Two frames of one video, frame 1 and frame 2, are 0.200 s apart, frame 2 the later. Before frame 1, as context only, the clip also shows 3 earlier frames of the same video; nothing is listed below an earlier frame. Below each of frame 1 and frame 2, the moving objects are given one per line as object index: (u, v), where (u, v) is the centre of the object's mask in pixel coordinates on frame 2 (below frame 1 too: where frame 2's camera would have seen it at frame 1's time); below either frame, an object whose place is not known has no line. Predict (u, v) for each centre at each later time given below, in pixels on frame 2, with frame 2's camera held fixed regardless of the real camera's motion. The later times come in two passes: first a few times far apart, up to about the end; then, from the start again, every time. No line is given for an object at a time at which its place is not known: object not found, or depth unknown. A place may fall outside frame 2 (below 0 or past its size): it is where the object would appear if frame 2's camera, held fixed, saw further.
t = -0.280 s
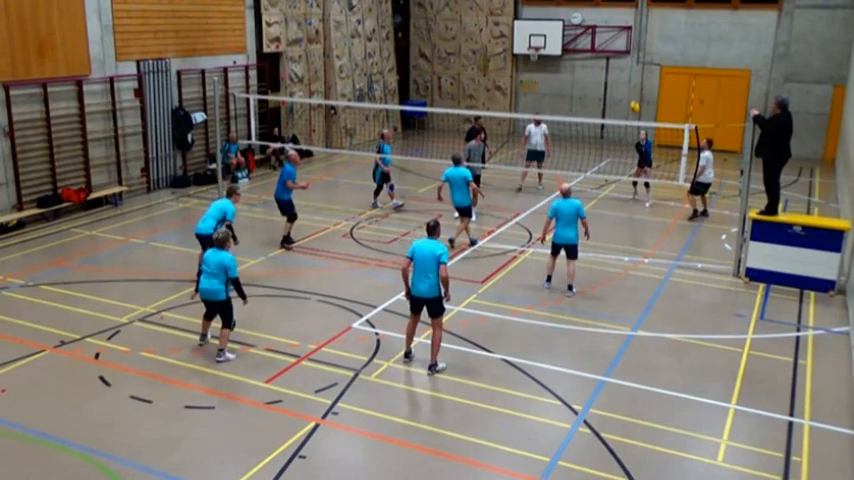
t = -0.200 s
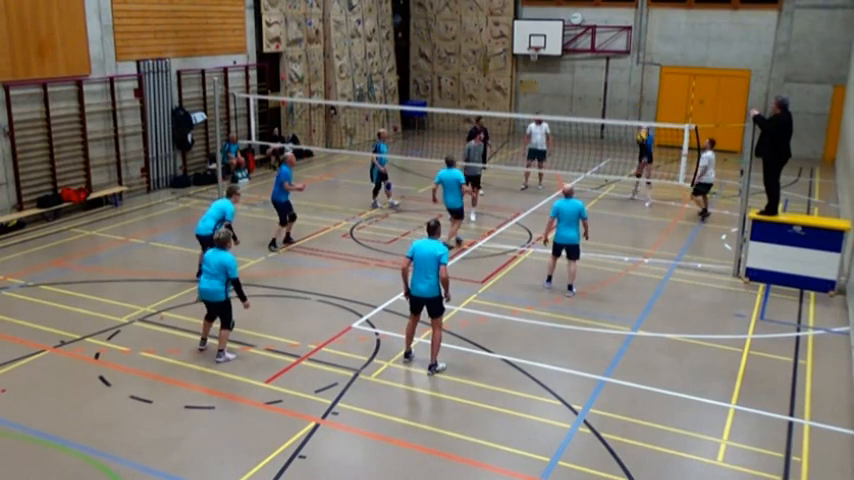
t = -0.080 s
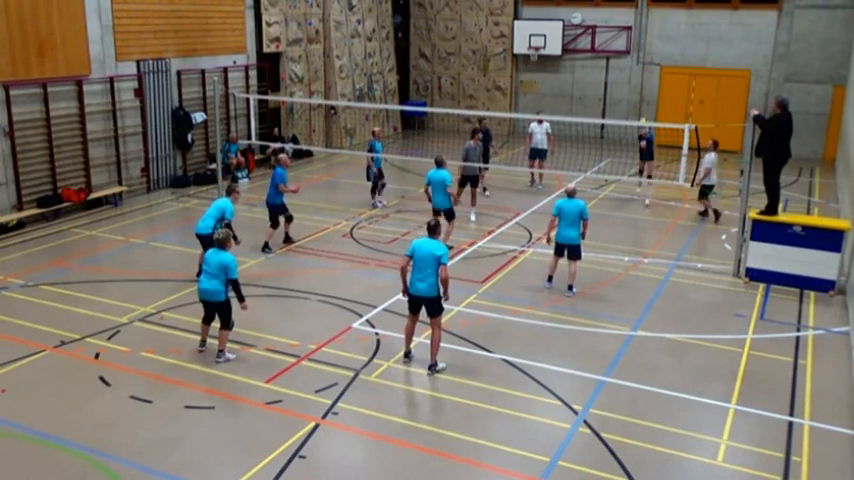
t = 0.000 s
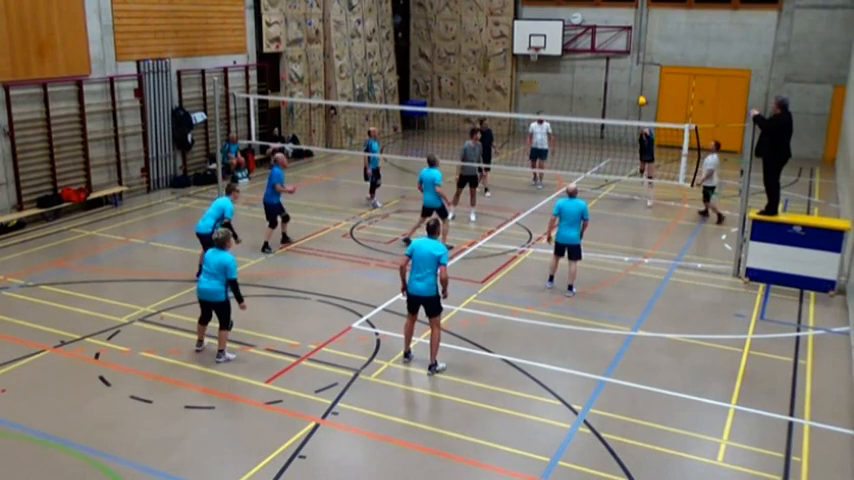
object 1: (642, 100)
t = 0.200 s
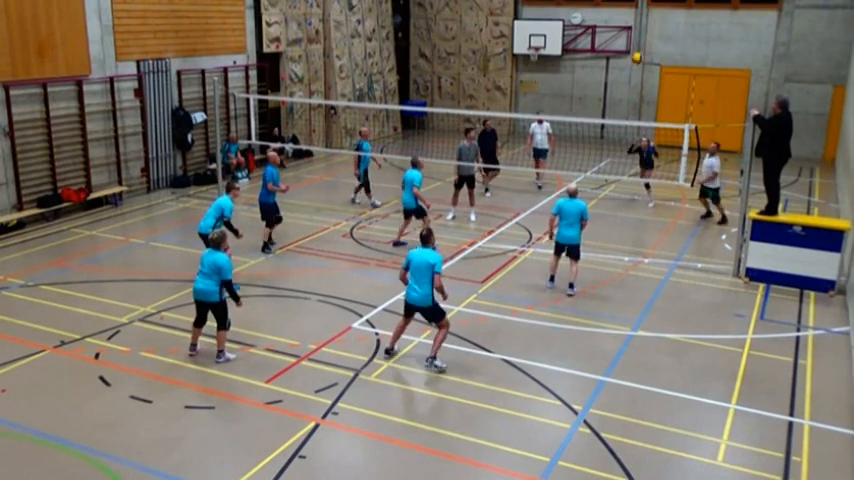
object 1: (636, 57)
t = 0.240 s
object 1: (636, 51)
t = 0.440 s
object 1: (627, 28)
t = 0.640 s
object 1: (615, 28)
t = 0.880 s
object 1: (597, 65)
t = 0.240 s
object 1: (636, 51)
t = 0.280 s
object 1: (634, 44)
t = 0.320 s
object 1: (633, 39)
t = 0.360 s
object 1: (631, 34)
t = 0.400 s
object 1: (629, 31)
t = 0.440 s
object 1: (627, 28)
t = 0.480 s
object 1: (625, 25)
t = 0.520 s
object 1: (622, 25)
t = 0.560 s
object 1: (619, 24)
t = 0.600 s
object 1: (617, 26)
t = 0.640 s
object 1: (615, 28)
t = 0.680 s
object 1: (612, 31)
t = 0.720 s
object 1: (610, 35)
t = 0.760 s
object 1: (606, 40)
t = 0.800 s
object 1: (603, 47)
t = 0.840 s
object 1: (600, 54)
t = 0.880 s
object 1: (597, 65)
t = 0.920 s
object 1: (593, 75)
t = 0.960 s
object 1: (590, 87)
